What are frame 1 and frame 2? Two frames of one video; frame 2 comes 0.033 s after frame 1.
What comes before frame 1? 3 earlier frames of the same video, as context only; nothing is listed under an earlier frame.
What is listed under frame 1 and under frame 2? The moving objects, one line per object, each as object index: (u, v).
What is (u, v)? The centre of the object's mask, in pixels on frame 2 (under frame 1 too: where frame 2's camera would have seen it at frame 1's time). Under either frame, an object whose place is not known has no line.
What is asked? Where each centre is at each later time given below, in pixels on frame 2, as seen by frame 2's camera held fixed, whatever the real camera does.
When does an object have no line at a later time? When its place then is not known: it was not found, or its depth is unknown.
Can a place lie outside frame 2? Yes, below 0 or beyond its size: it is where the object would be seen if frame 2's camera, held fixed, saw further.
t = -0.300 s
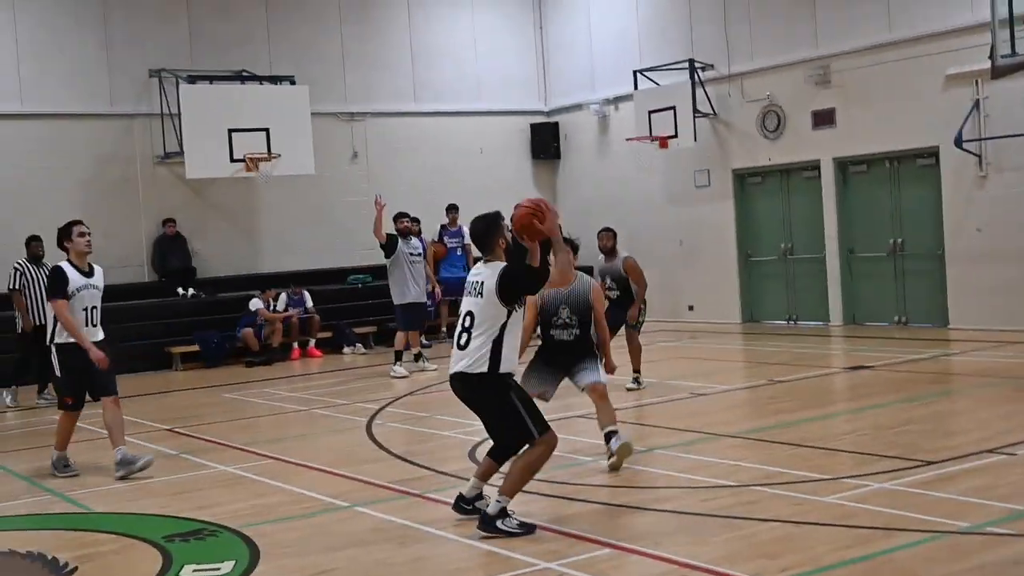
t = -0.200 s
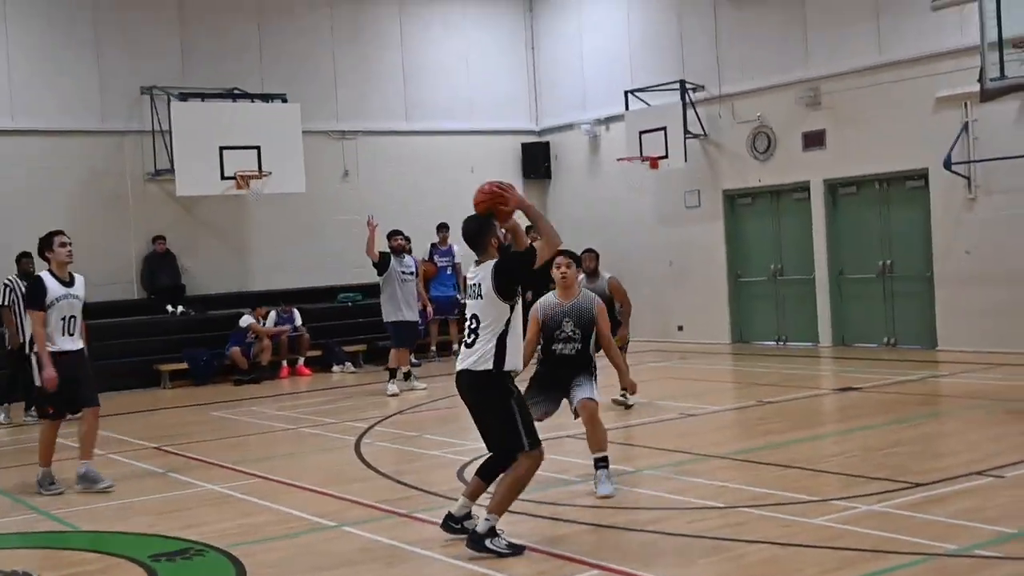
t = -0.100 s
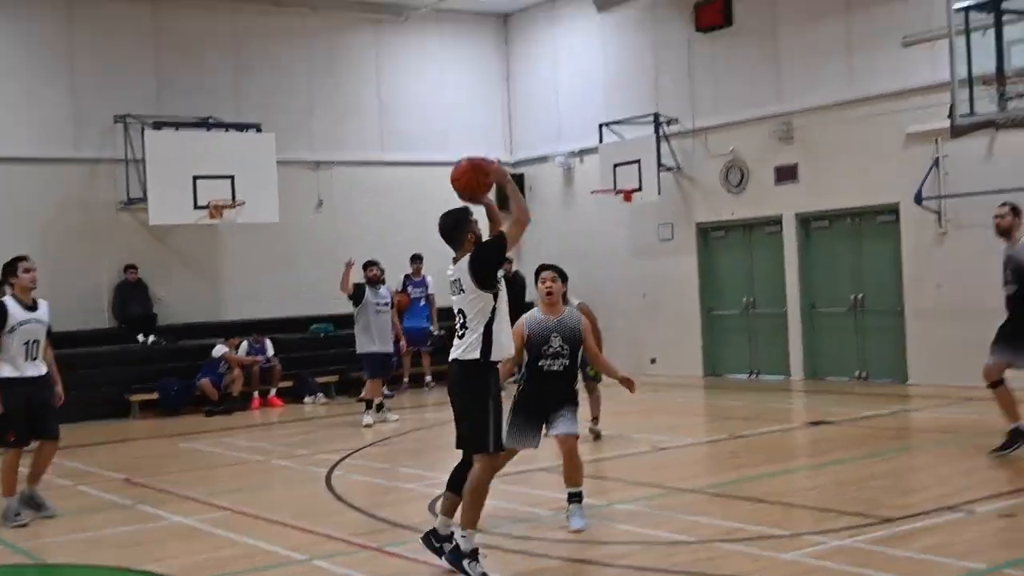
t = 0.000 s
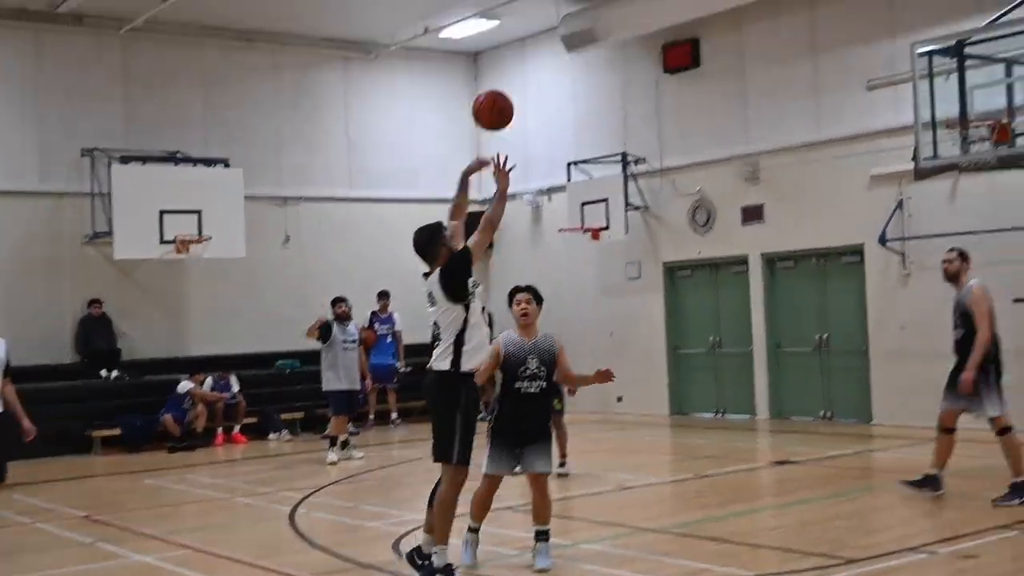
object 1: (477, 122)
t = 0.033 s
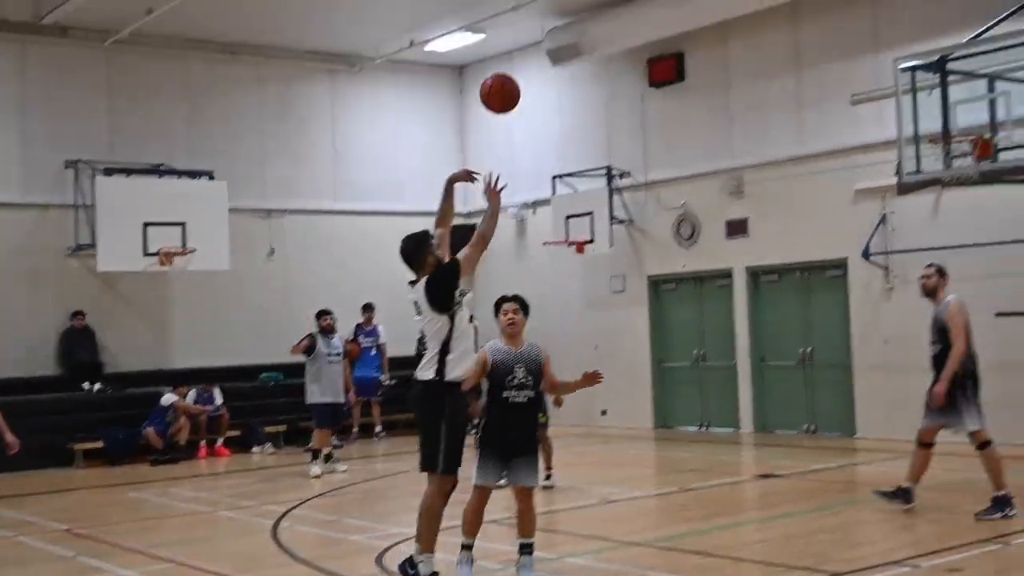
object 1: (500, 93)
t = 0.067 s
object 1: (521, 65)
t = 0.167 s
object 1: (582, 5)
